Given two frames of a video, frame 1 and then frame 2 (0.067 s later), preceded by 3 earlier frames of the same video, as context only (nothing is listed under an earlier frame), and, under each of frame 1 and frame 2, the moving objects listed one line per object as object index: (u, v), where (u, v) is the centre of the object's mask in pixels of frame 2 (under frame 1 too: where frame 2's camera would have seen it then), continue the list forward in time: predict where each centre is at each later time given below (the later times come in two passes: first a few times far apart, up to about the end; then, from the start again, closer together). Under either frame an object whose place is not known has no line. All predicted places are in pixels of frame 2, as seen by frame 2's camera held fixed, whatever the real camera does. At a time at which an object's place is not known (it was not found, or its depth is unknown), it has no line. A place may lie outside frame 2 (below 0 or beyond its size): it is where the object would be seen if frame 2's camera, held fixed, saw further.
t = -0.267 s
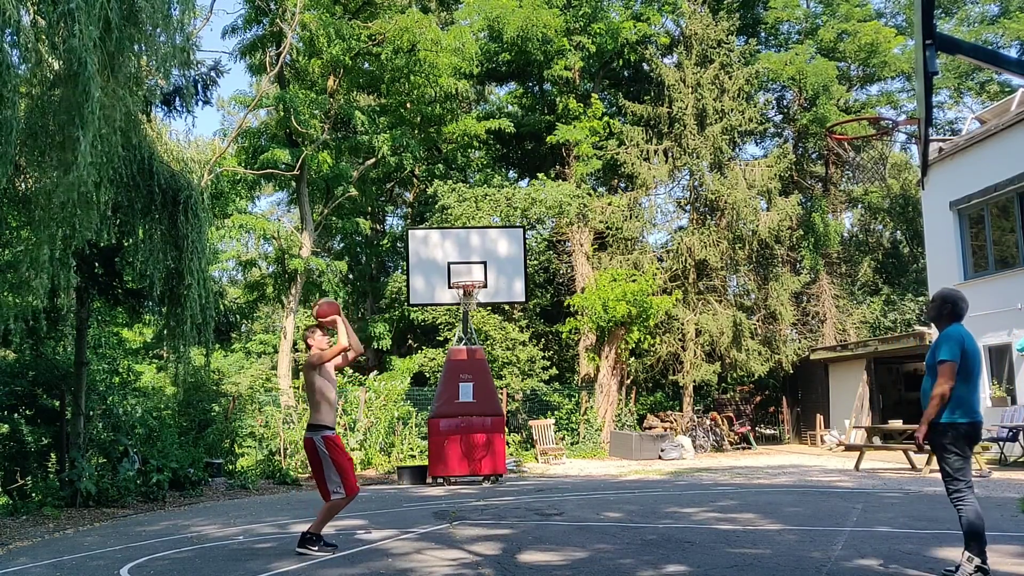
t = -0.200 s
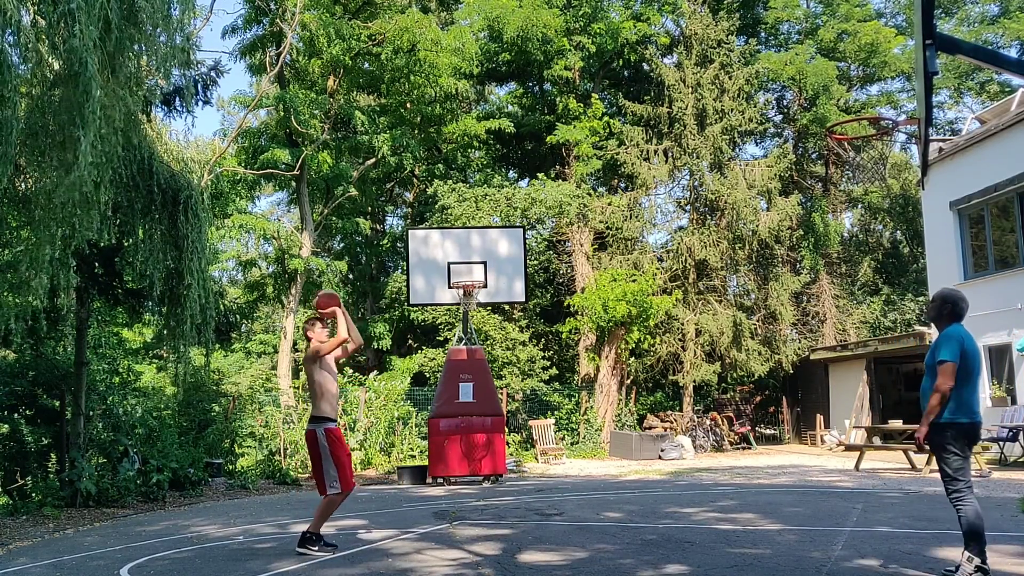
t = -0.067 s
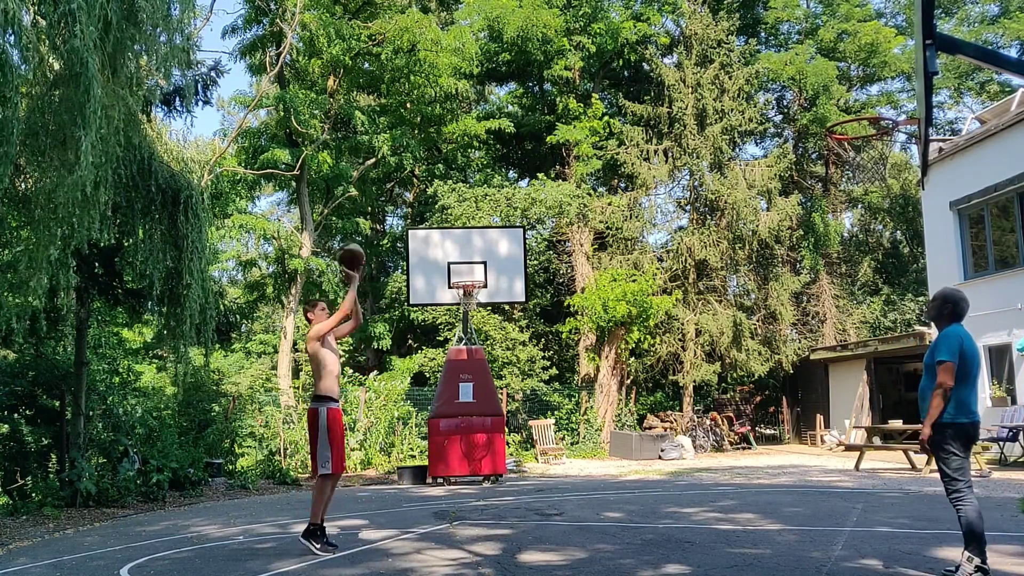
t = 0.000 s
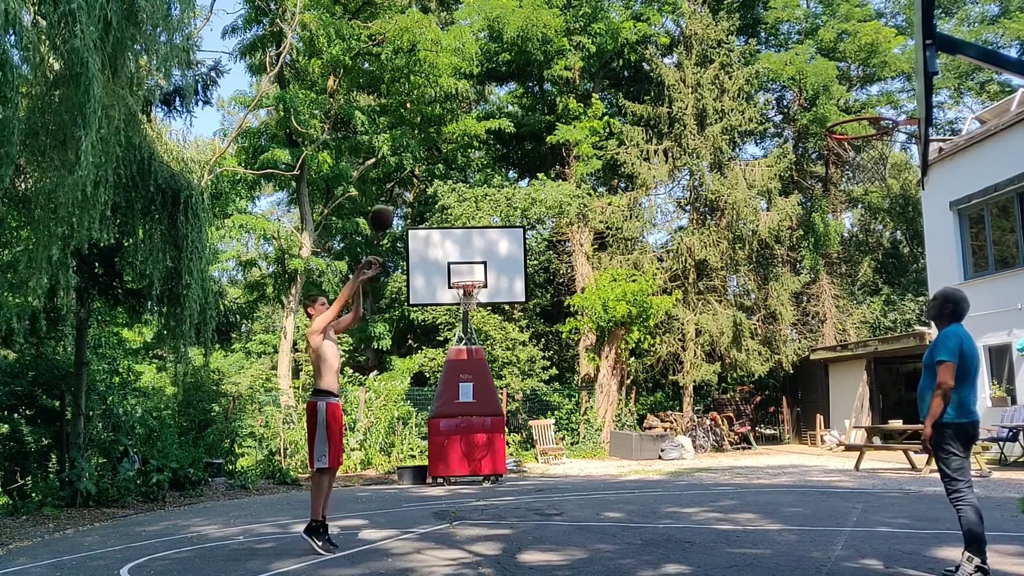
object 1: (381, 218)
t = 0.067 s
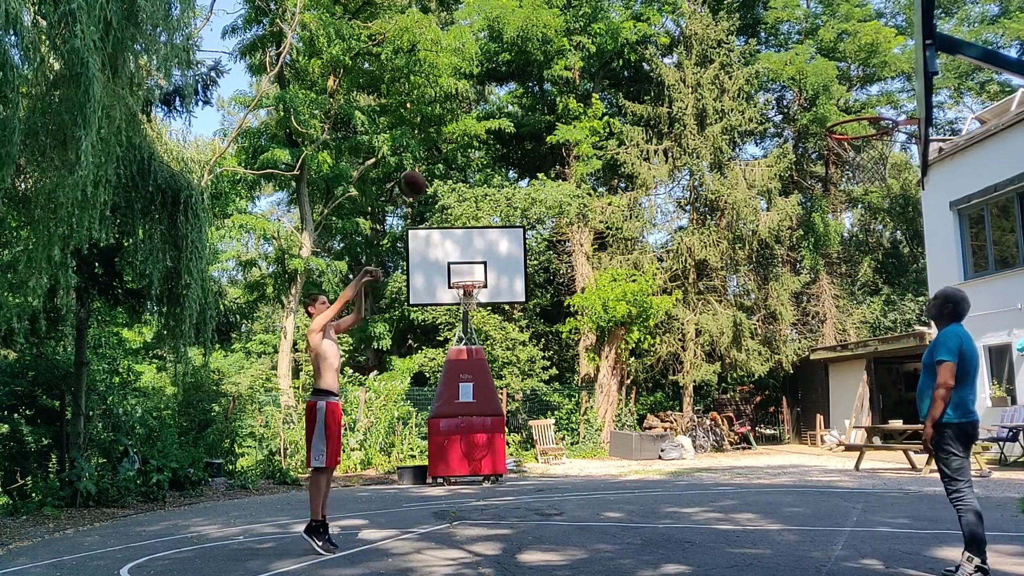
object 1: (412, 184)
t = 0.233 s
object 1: (495, 118)
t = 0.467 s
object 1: (621, 69)
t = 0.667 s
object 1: (744, 77)
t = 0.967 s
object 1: (895, 163)
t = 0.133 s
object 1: (445, 154)
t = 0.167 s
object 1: (462, 141)
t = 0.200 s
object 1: (478, 129)
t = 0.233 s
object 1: (495, 118)
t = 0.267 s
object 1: (512, 107)
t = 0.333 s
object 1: (548, 89)
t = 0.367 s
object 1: (566, 82)
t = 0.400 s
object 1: (584, 77)
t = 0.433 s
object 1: (602, 73)
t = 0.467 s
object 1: (621, 69)
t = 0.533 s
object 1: (660, 66)
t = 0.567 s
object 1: (680, 67)
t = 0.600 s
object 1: (701, 70)
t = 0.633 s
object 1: (722, 73)
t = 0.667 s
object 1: (744, 77)
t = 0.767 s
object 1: (811, 101)
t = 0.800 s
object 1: (834, 110)
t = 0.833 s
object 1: (861, 125)
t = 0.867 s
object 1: (884, 138)
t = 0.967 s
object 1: (895, 163)
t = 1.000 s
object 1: (894, 171)
